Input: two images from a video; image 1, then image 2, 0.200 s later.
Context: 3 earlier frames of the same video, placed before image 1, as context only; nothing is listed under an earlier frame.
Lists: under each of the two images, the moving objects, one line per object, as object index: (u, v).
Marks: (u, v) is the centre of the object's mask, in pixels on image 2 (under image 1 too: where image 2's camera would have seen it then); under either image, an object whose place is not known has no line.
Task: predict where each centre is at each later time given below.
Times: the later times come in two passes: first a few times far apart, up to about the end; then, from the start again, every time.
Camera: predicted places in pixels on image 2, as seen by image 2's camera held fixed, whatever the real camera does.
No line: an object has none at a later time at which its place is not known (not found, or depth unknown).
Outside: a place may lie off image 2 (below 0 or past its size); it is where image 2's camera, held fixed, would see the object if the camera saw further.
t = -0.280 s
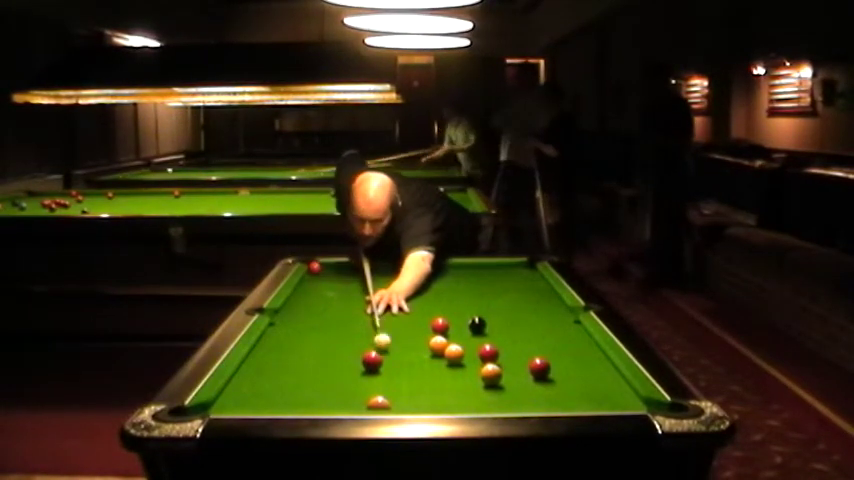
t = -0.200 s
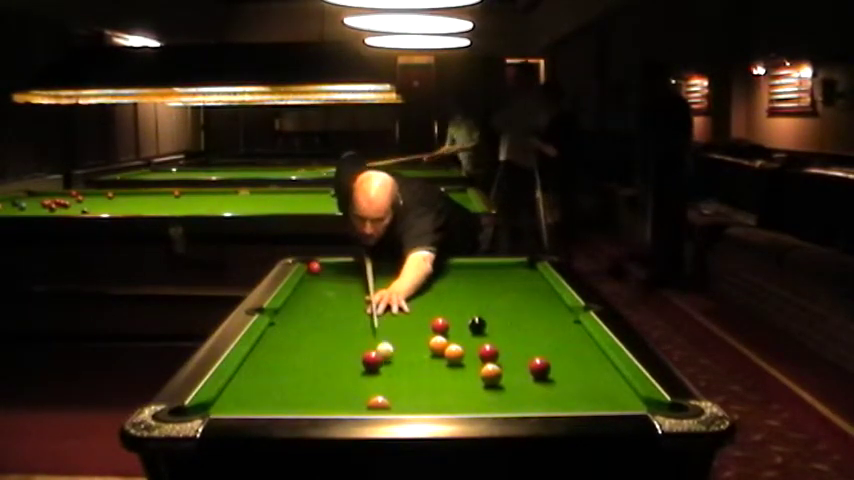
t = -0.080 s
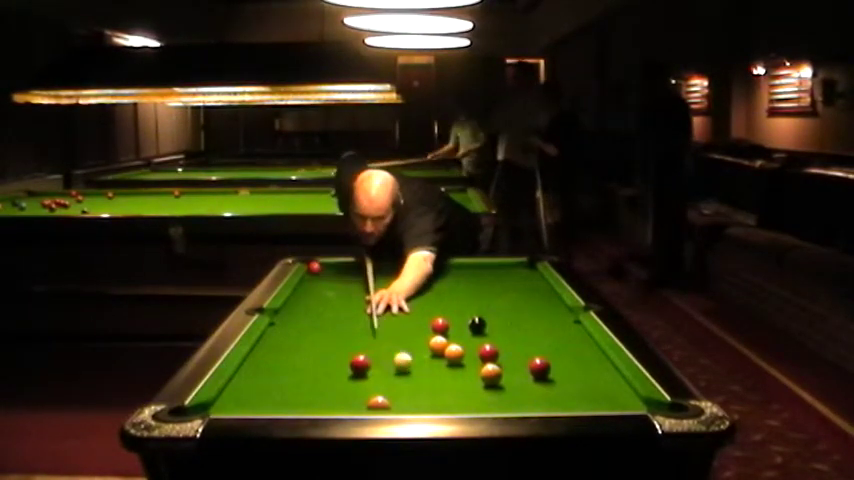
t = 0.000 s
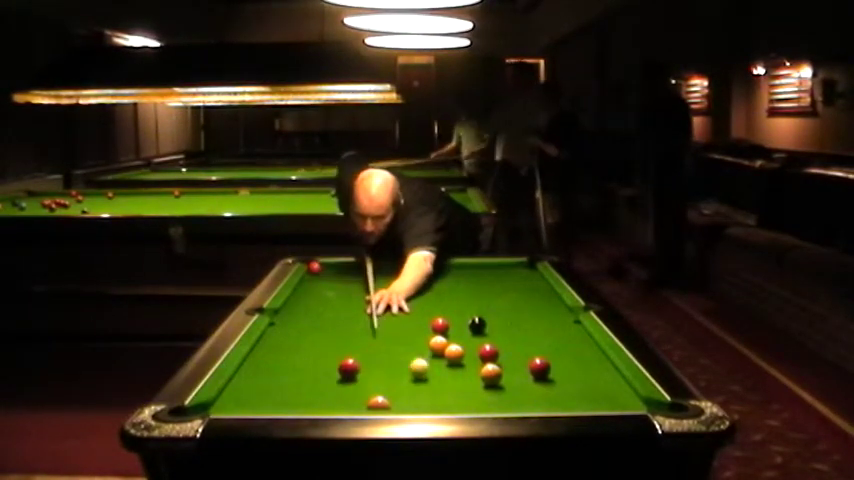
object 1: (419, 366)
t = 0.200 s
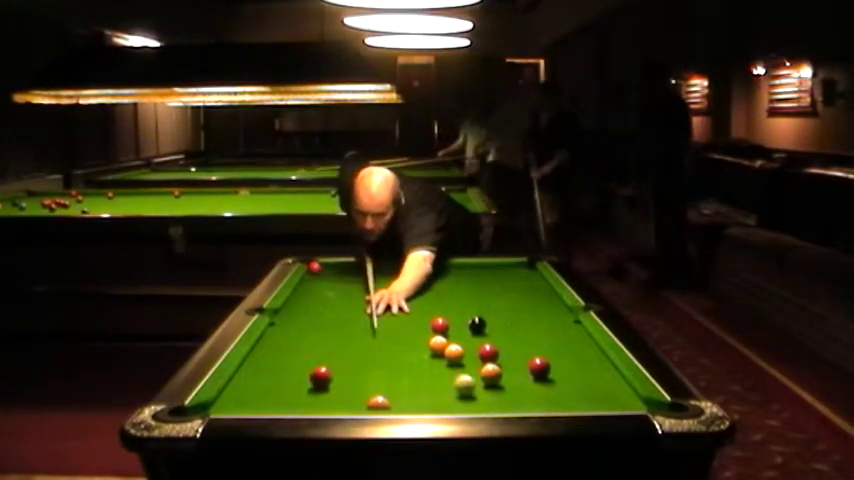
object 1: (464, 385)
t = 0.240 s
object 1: (474, 387)
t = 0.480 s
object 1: (534, 403)
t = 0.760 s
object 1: (568, 390)
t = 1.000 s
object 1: (593, 378)
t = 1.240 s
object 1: (603, 367)
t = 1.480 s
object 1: (578, 359)
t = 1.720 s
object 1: (557, 352)
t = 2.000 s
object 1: (536, 345)
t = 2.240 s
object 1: (520, 341)
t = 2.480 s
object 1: (508, 337)
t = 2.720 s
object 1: (496, 333)
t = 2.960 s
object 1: (486, 330)
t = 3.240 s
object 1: (477, 329)
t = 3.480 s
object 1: (472, 329)
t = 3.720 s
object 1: (469, 328)
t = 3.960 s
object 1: (468, 328)
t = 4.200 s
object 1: (468, 328)
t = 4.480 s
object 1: (468, 328)
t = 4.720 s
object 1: (468, 328)
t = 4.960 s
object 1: (468, 328)
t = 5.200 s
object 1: (468, 328)
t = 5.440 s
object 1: (468, 328)
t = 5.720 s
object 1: (468, 328)
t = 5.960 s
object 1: (468, 328)
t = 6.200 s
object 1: (468, 328)
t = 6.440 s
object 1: (468, 328)
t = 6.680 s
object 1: (468, 328)
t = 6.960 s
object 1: (468, 328)
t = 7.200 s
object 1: (468, 328)
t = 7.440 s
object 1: (468, 328)
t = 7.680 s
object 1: (468, 328)
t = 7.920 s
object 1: (468, 328)
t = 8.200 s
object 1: (468, 328)
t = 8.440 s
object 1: (468, 328)
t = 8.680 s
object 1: (468, 328)
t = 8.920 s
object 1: (468, 328)
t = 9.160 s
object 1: (468, 328)
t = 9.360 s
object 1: (468, 328)
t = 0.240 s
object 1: (474, 387)
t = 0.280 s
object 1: (484, 391)
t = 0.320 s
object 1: (494, 393)
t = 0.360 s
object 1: (504, 396)
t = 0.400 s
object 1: (514, 399)
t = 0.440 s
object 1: (524, 401)
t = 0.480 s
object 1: (534, 403)
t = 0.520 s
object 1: (539, 401)
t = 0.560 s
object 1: (544, 399)
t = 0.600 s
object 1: (549, 397)
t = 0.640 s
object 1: (554, 395)
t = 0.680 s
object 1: (559, 393)
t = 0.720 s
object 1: (564, 391)
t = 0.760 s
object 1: (568, 390)
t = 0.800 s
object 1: (573, 388)
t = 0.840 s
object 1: (577, 386)
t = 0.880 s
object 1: (581, 384)
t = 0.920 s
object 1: (585, 382)
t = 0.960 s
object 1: (589, 379)
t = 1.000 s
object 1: (593, 378)
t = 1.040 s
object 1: (597, 375)
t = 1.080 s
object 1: (600, 374)
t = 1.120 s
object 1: (603, 371)
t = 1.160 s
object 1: (606, 369)
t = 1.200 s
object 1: (606, 368)
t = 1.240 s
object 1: (603, 367)
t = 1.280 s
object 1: (598, 365)
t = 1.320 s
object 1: (594, 363)
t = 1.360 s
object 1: (590, 362)
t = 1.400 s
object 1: (586, 361)
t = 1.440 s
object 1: (582, 360)
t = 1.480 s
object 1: (578, 359)
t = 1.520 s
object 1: (574, 358)
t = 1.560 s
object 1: (571, 356)
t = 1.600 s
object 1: (567, 355)
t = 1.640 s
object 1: (564, 354)
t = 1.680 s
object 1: (561, 353)
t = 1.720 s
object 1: (557, 352)
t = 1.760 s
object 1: (554, 351)
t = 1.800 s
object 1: (551, 350)
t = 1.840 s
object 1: (547, 348)
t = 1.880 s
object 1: (545, 347)
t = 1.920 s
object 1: (542, 347)
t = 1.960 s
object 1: (539, 346)
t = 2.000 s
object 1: (536, 345)
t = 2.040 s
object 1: (533, 344)
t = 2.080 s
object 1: (530, 343)
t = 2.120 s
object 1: (528, 343)
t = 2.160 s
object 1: (525, 342)
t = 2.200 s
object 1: (523, 342)
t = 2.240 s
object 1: (520, 341)
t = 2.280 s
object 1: (518, 340)
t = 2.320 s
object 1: (516, 339)
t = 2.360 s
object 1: (513, 339)
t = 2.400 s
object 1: (511, 338)
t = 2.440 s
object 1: (509, 338)
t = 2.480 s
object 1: (508, 337)
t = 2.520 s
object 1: (505, 336)
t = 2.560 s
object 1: (504, 336)
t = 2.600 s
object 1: (501, 335)
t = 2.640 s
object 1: (500, 334)
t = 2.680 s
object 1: (497, 334)
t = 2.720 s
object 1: (496, 333)
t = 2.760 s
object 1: (494, 332)
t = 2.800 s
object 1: (492, 332)
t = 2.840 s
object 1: (490, 332)
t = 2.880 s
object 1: (489, 331)
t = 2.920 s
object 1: (488, 331)
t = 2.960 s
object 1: (486, 330)
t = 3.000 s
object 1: (485, 330)
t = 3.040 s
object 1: (483, 330)
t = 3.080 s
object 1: (482, 330)
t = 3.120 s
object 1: (481, 329)
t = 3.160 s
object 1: (479, 329)
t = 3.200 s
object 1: (479, 328)
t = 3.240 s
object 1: (477, 329)
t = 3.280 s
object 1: (476, 328)
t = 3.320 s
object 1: (475, 328)
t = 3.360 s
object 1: (474, 328)
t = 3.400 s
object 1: (473, 329)
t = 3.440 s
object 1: (473, 328)
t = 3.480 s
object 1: (472, 329)
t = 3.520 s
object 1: (471, 328)
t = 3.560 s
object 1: (471, 328)
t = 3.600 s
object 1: (470, 328)
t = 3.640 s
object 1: (470, 328)
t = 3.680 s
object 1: (470, 328)
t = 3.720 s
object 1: (469, 328)
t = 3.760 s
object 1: (468, 328)
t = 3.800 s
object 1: (468, 328)
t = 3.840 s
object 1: (468, 328)
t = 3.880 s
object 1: (468, 328)
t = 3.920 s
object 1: (468, 328)
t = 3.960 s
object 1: (468, 328)
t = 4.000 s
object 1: (468, 328)
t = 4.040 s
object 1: (468, 328)
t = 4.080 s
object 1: (468, 328)
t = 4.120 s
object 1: (468, 328)
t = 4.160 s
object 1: (468, 328)
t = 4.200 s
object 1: (468, 328)
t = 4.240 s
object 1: (468, 328)
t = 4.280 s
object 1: (468, 328)
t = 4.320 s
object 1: (468, 328)
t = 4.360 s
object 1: (468, 328)
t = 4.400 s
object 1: (468, 328)
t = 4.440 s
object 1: (468, 328)
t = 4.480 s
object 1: (468, 328)
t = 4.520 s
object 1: (468, 328)
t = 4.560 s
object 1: (468, 328)
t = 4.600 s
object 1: (468, 328)
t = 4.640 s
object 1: (468, 328)
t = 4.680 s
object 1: (468, 328)
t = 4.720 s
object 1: (468, 328)
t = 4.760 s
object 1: (468, 328)
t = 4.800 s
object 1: (468, 328)
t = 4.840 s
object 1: (468, 328)
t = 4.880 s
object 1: (468, 328)
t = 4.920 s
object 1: (468, 328)
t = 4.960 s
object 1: (468, 328)
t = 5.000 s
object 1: (468, 328)
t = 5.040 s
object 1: (468, 328)
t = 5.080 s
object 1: (468, 328)
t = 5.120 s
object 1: (468, 328)
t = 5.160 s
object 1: (468, 328)
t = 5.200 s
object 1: (468, 328)
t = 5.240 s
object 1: (468, 328)
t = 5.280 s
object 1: (468, 328)
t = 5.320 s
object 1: (468, 328)
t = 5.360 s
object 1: (468, 328)
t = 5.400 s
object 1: (468, 328)
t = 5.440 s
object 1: (468, 328)
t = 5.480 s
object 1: (468, 328)
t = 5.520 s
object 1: (468, 328)
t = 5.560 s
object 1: (468, 328)
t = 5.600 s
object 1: (468, 328)
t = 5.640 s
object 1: (468, 328)
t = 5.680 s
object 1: (468, 328)
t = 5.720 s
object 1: (468, 328)
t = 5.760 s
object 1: (468, 328)
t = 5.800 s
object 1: (468, 328)
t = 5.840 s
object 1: (468, 328)
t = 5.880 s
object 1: (468, 328)
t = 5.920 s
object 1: (468, 328)
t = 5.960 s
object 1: (468, 328)
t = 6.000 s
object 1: (468, 328)
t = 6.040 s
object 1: (468, 328)
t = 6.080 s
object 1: (468, 328)
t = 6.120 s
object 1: (468, 328)
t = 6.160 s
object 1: (468, 328)
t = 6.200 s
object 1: (468, 328)
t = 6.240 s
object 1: (468, 328)
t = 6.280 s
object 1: (468, 328)
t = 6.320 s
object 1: (468, 328)
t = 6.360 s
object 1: (468, 328)
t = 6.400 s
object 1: (468, 328)
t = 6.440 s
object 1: (468, 328)
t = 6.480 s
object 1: (468, 328)
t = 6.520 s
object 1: (468, 328)
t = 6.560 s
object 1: (468, 328)
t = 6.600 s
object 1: (468, 328)
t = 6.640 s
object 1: (468, 328)
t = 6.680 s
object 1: (468, 328)
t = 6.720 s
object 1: (468, 328)
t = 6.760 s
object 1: (468, 328)
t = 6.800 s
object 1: (468, 328)
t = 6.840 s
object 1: (468, 328)
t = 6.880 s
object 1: (468, 328)
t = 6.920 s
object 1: (468, 328)
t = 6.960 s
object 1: (468, 328)
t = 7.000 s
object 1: (468, 328)
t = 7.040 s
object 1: (468, 328)
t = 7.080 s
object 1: (468, 328)
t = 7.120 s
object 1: (468, 328)
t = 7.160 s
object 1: (468, 328)
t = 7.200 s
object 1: (468, 328)
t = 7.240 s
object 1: (468, 328)
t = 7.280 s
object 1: (468, 328)
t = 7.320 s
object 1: (468, 328)
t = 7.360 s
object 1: (468, 328)
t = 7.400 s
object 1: (468, 328)
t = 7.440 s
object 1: (468, 328)
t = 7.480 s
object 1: (468, 328)
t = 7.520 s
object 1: (468, 328)
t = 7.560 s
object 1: (468, 328)
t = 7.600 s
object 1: (468, 328)
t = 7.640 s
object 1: (468, 328)
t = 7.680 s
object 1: (468, 328)
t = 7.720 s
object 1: (468, 328)
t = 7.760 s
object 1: (468, 328)
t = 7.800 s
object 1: (468, 328)
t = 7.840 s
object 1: (468, 328)
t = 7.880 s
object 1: (468, 328)
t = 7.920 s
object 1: (468, 328)
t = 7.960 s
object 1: (468, 328)
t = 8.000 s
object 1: (468, 328)
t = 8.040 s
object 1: (468, 328)
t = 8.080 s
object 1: (468, 328)
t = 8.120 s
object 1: (468, 328)
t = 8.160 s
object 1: (468, 328)
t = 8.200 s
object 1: (468, 328)
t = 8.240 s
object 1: (468, 328)
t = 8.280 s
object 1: (468, 328)
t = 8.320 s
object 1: (468, 328)
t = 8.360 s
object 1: (468, 328)
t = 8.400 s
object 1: (468, 328)
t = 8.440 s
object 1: (468, 328)
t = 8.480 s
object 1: (468, 328)
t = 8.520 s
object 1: (468, 328)
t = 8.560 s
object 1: (468, 328)
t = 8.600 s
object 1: (468, 328)
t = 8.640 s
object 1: (468, 328)
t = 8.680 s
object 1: (468, 328)
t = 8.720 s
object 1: (468, 328)
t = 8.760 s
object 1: (468, 328)
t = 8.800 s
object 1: (468, 328)
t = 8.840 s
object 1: (468, 328)
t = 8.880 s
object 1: (468, 328)
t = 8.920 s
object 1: (468, 328)
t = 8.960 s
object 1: (468, 328)
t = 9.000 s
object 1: (468, 328)
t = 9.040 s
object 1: (468, 328)
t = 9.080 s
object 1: (468, 328)
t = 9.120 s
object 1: (468, 328)
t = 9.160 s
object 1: (468, 328)
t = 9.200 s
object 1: (468, 328)
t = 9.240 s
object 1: (468, 328)
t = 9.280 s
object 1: (468, 328)
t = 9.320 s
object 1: (468, 328)
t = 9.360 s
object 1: (468, 328)
